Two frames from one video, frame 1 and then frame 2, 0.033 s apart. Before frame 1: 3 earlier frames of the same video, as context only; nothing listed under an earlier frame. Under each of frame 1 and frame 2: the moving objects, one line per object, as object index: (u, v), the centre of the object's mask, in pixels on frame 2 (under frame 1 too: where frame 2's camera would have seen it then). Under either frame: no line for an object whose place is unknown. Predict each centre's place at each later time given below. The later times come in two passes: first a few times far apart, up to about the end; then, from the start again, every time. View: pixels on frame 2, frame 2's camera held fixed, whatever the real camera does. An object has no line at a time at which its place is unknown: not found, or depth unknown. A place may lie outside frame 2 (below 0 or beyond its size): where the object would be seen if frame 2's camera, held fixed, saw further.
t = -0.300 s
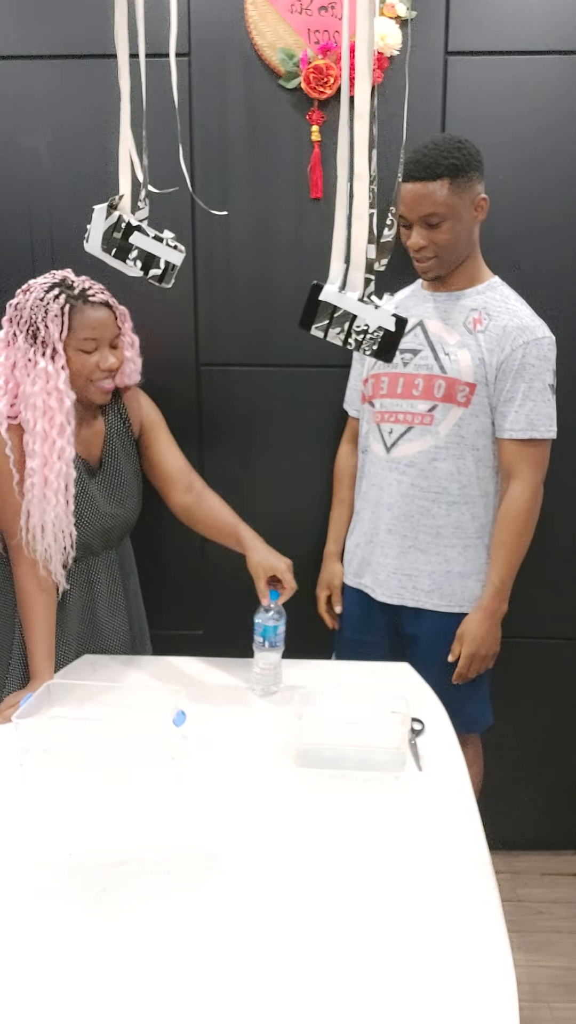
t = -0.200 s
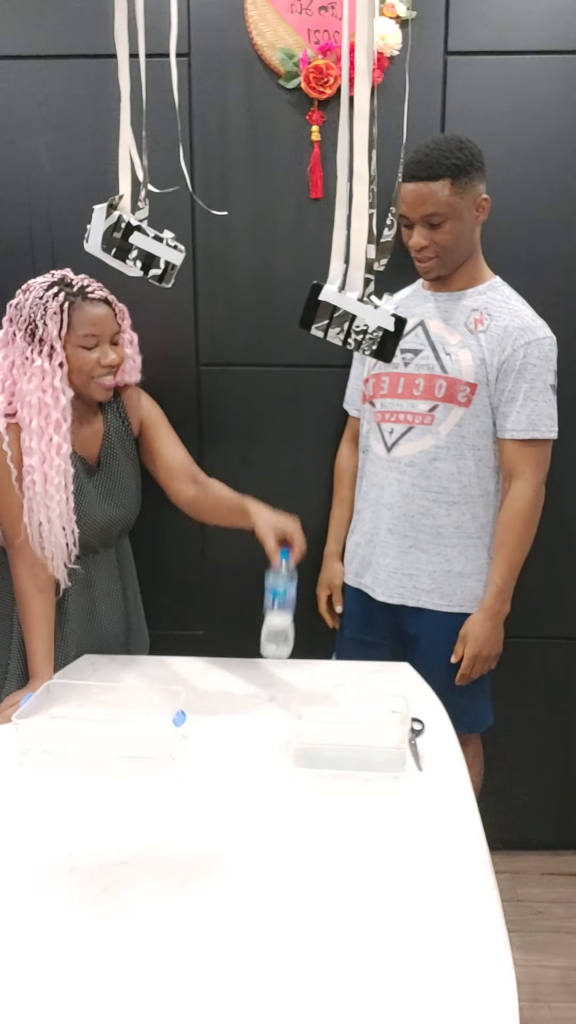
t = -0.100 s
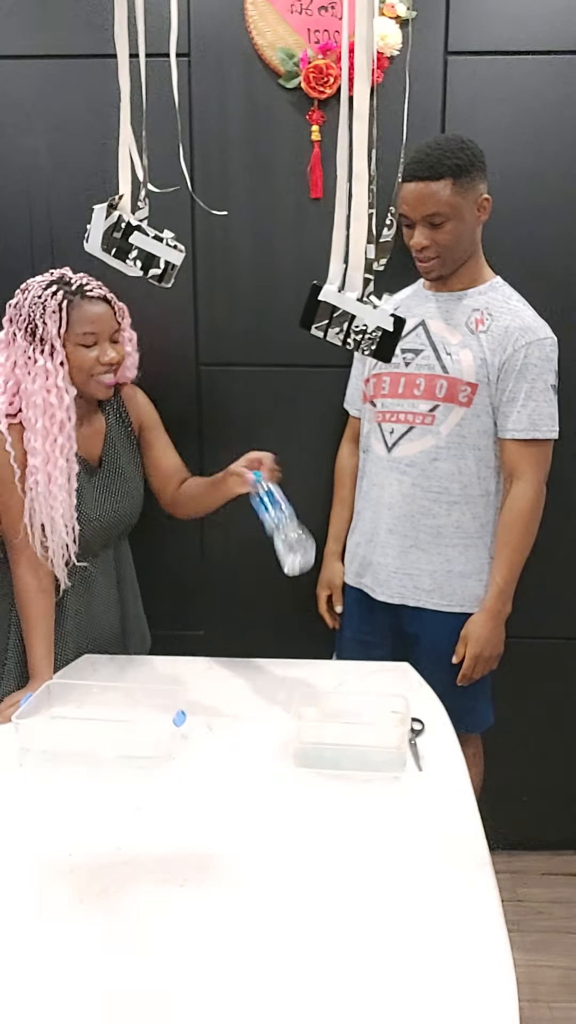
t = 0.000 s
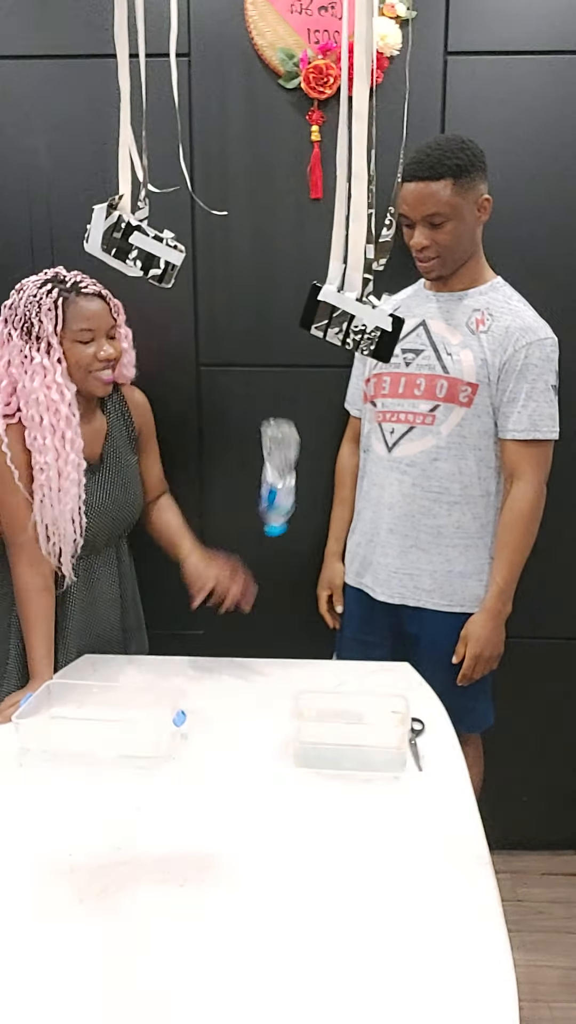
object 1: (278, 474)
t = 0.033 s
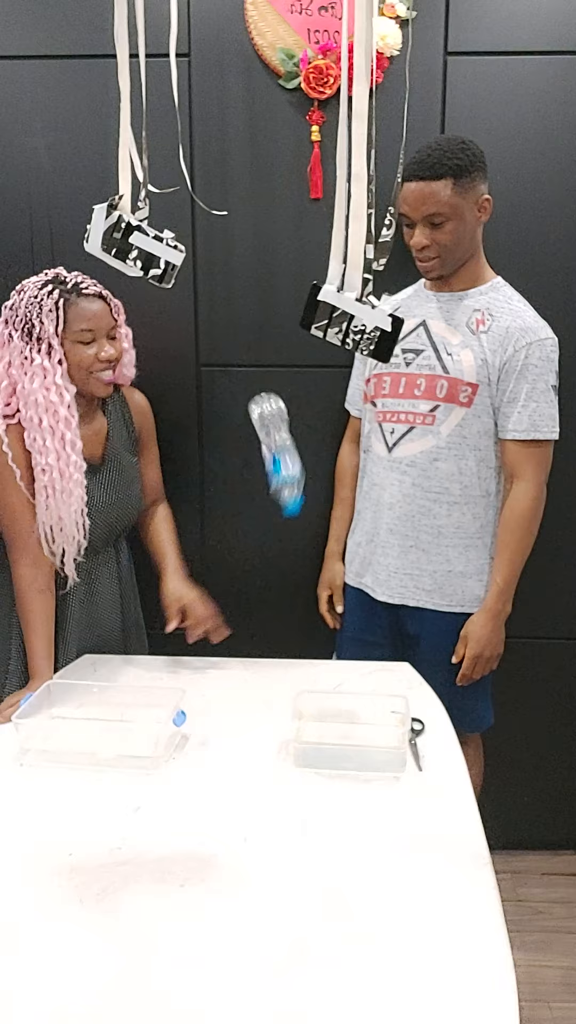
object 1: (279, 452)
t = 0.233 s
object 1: (243, 433)
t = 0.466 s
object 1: (211, 644)
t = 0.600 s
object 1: (168, 647)
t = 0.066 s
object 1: (276, 429)
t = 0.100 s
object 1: (269, 414)
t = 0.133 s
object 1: (262, 409)
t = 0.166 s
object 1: (256, 410)
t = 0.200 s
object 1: (249, 419)
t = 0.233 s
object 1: (243, 433)
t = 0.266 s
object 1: (238, 454)
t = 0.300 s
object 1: (233, 478)
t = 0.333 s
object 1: (229, 509)
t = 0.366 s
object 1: (224, 543)
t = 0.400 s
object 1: (220, 583)
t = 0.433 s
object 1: (215, 625)
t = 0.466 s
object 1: (211, 644)
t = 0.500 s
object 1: (202, 645)
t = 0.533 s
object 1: (194, 643)
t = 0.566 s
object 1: (178, 643)
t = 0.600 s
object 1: (168, 647)
